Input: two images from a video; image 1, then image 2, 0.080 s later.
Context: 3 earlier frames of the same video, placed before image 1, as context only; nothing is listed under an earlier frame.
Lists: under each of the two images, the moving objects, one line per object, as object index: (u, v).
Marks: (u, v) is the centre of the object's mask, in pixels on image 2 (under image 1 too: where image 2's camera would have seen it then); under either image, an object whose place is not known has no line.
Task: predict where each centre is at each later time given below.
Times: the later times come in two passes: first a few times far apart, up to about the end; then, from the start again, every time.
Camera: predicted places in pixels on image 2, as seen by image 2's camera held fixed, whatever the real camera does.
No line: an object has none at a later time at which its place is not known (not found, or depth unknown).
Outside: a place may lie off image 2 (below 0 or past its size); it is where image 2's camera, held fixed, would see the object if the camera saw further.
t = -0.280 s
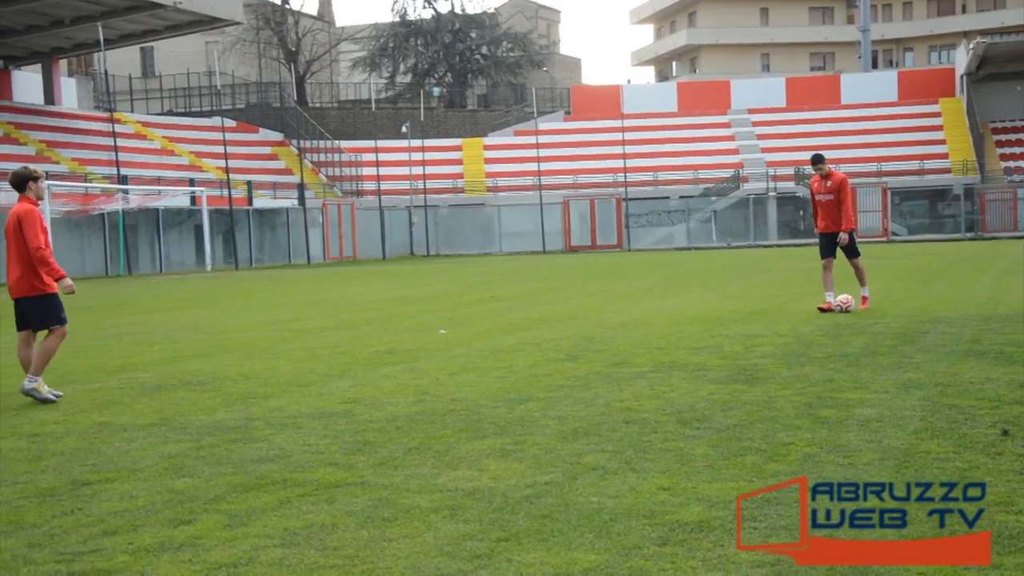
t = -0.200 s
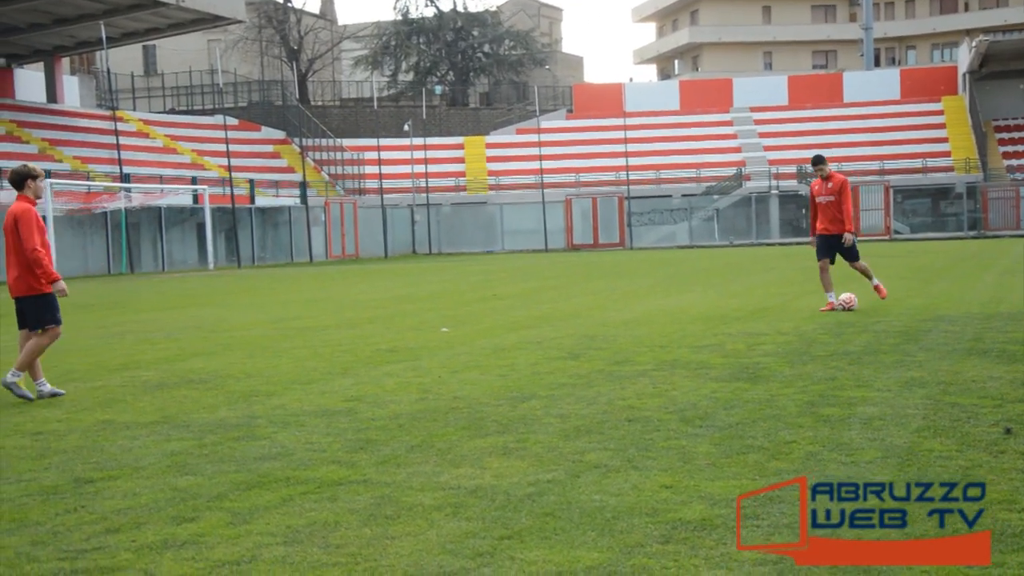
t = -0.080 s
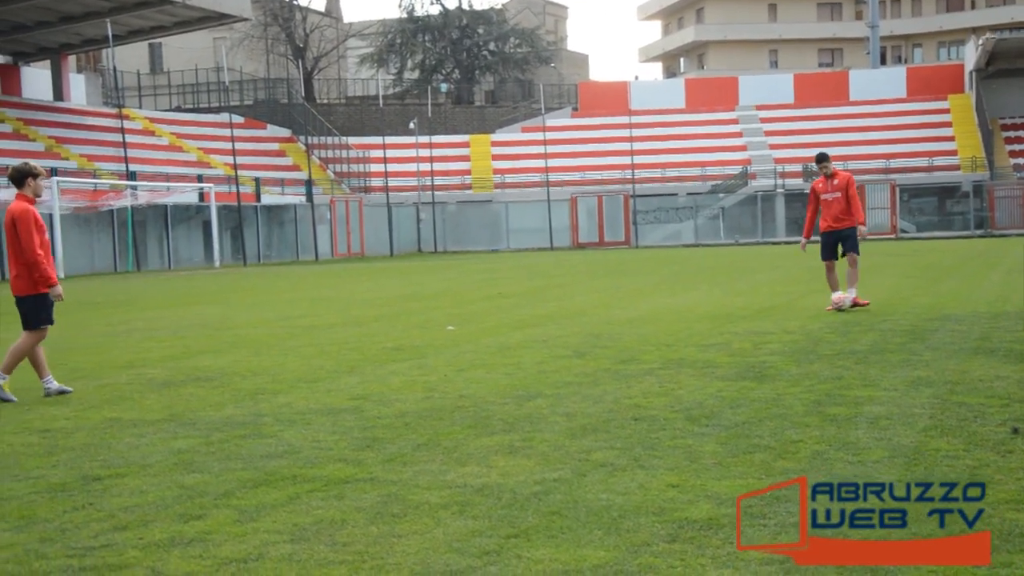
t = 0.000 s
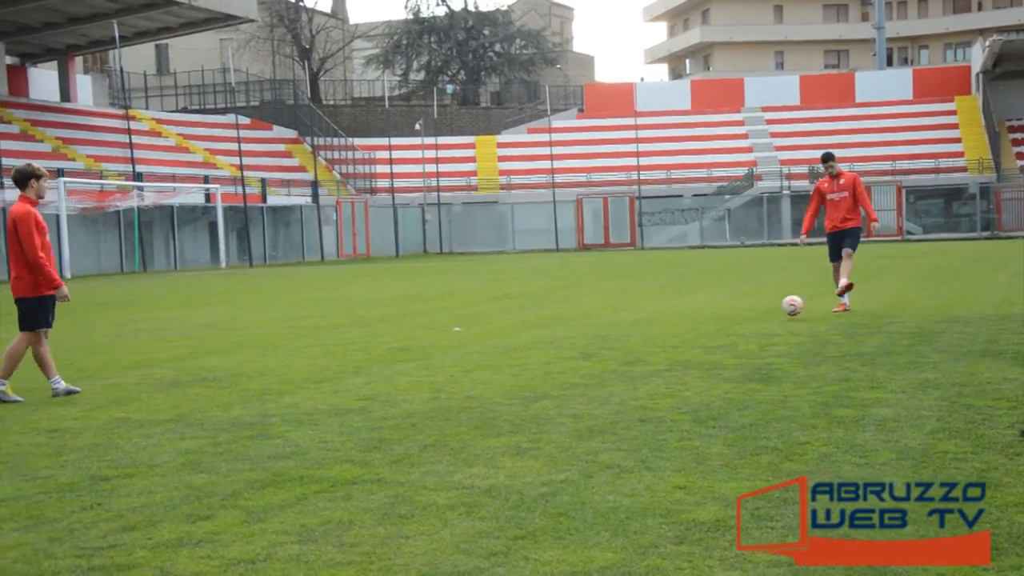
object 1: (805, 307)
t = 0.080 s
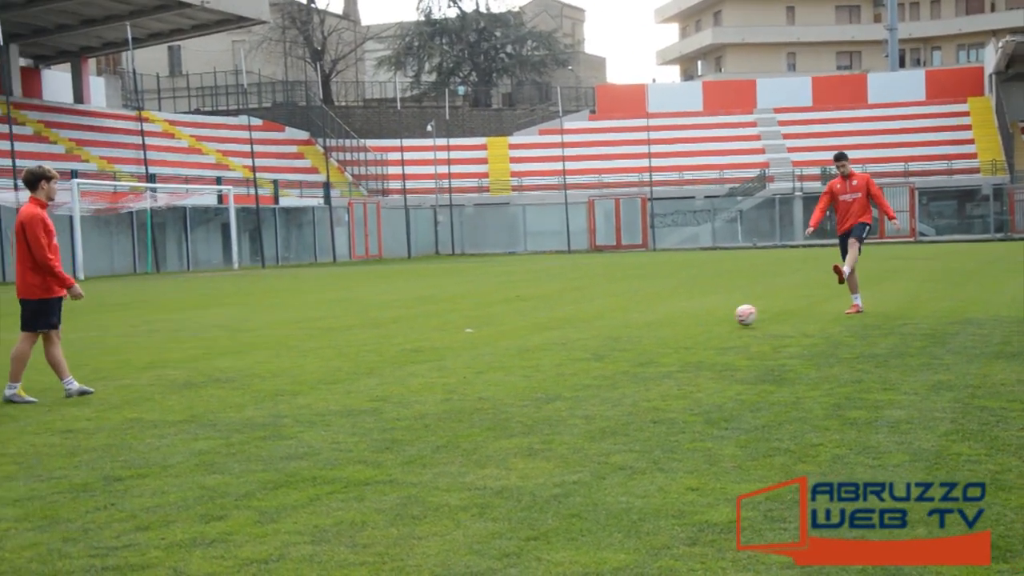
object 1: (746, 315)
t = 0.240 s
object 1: (629, 323)
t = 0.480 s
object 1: (446, 346)
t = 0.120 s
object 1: (715, 321)
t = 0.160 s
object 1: (686, 321)
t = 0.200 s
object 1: (658, 321)
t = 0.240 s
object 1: (629, 323)
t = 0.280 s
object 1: (599, 326)
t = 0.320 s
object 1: (567, 332)
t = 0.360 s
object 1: (535, 340)
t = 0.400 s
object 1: (505, 343)
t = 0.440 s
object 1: (476, 344)
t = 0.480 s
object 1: (446, 346)
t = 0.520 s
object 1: (416, 351)
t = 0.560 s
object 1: (385, 358)
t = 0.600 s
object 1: (357, 359)
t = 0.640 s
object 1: (328, 361)
